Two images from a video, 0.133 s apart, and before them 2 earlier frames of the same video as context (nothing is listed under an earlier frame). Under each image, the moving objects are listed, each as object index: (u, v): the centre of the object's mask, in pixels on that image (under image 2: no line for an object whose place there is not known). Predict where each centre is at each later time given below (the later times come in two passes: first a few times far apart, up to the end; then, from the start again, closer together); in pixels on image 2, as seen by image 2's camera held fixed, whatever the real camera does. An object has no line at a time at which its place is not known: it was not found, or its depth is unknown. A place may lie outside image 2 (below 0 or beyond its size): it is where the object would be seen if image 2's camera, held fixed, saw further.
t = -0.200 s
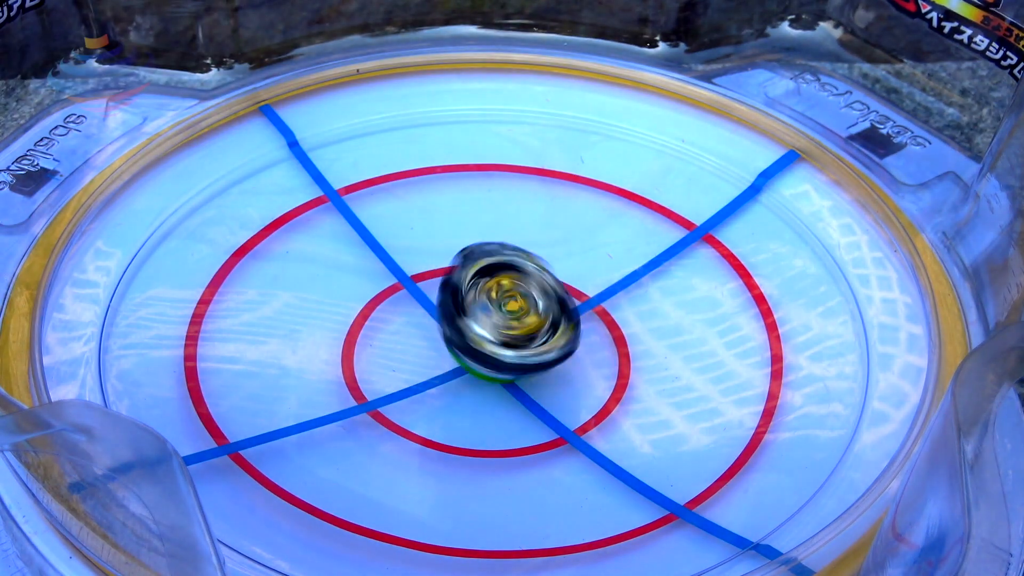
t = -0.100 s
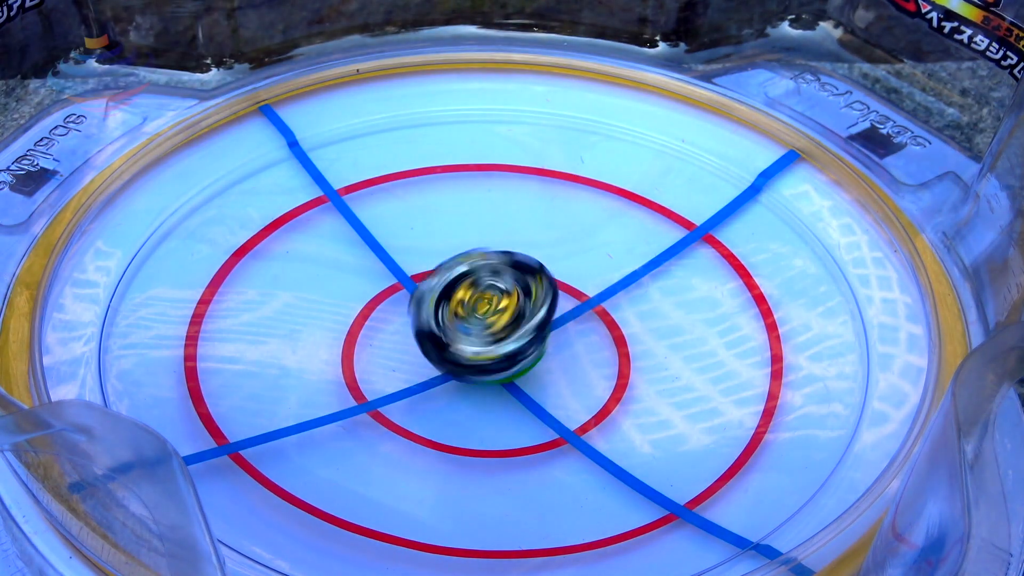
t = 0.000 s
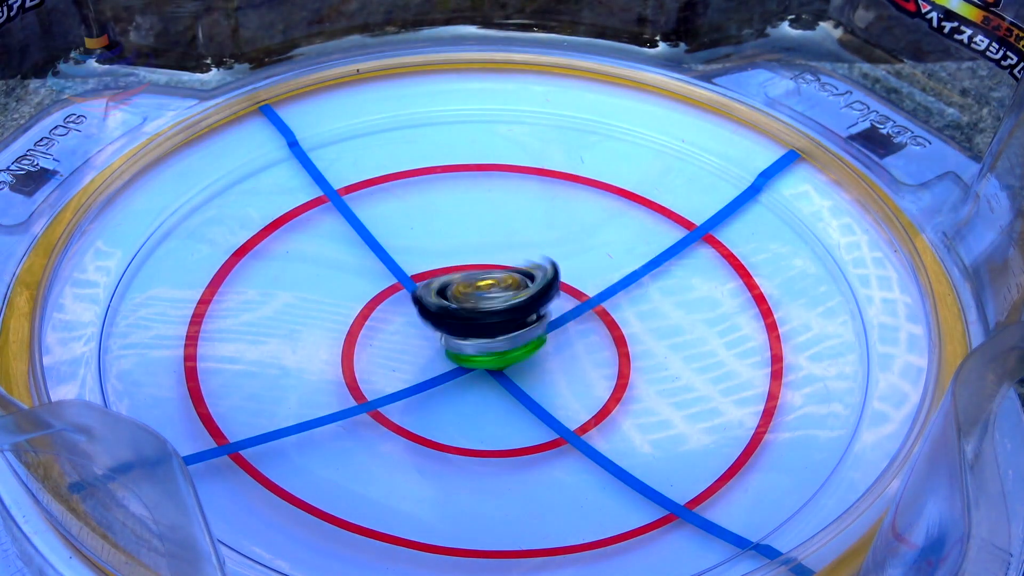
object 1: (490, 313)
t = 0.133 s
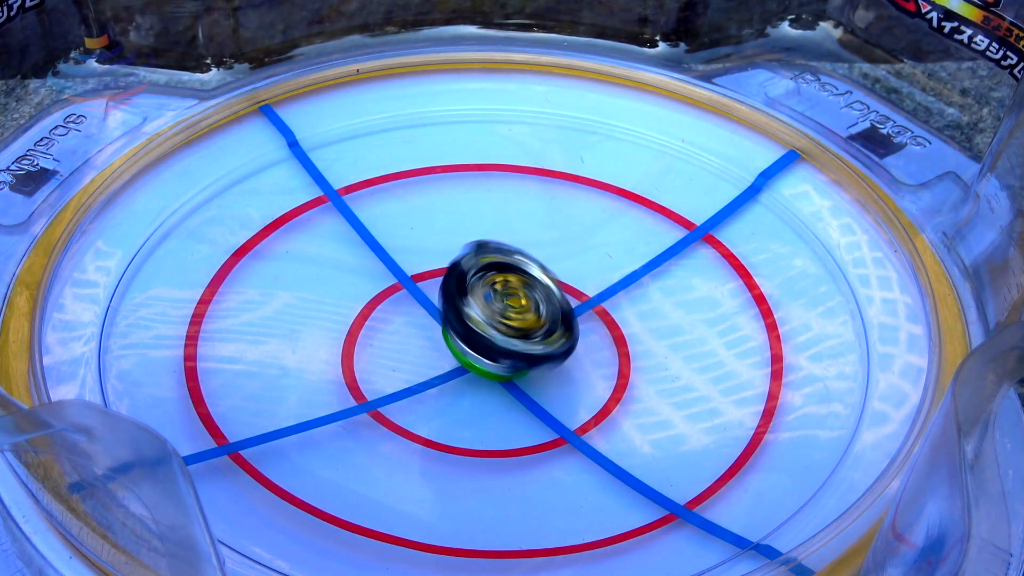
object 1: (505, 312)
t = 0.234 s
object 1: (489, 315)
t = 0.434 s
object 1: (495, 312)
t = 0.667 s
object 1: (487, 315)
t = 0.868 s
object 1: (490, 313)
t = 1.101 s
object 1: (493, 311)
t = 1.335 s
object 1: (484, 300)
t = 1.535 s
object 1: (473, 293)
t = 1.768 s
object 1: (483, 302)
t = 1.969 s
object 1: (471, 315)
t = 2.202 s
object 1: (457, 316)
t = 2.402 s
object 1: (479, 313)
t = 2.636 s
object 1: (482, 299)
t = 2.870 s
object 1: (481, 299)
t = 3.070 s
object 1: (484, 309)
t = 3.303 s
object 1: (467, 316)
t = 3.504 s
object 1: (472, 315)
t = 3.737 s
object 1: (485, 305)
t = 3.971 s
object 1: (484, 303)
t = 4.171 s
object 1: (482, 311)
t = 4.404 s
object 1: (472, 315)
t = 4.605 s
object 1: (479, 313)
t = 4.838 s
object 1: (484, 306)
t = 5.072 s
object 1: (484, 308)
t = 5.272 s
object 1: (480, 313)
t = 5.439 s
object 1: (477, 314)
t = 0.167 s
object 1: (508, 316)
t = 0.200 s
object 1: (500, 313)
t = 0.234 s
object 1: (489, 315)
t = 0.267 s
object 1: (488, 313)
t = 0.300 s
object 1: (481, 314)
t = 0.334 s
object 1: (486, 314)
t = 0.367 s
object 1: (487, 312)
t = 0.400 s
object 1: (494, 313)
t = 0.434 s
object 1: (495, 312)
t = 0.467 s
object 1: (501, 315)
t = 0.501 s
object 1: (503, 311)
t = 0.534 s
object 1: (507, 315)
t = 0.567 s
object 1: (503, 312)
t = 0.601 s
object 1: (500, 315)
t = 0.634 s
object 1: (493, 312)
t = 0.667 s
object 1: (487, 315)
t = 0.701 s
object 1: (485, 313)
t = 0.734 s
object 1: (486, 314)
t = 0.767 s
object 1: (484, 314)
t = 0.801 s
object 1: (491, 312)
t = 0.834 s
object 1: (486, 315)
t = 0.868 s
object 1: (490, 313)
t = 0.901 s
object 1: (493, 315)
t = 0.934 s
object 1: (488, 314)
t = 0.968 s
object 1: (491, 314)
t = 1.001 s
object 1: (494, 315)
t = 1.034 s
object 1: (489, 313)
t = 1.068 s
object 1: (488, 311)
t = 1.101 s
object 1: (493, 311)
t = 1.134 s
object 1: (491, 312)
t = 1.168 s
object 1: (488, 309)
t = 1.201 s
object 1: (485, 305)
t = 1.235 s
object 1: (485, 303)
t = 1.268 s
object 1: (486, 302)
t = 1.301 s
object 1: (486, 302)
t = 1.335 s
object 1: (484, 300)
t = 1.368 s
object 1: (481, 299)
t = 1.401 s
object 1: (479, 297)
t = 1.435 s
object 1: (477, 295)
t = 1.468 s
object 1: (475, 294)
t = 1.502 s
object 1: (473, 293)
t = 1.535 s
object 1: (473, 293)
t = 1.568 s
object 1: (473, 293)
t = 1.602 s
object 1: (473, 294)
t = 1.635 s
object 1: (475, 294)
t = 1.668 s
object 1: (476, 295)
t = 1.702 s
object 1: (479, 297)
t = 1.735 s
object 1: (481, 299)
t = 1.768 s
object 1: (483, 302)
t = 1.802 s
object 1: (485, 304)
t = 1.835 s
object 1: (485, 308)
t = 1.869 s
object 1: (483, 311)
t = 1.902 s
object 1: (480, 313)
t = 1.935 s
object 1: (476, 314)
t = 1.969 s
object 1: (471, 315)
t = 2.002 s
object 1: (467, 316)
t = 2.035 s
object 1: (463, 316)
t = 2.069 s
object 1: (459, 317)
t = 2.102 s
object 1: (457, 316)
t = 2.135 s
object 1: (456, 316)
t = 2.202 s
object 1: (457, 316)
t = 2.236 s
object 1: (459, 316)
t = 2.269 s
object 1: (462, 317)
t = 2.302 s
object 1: (466, 316)
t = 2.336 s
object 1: (470, 316)
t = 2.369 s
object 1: (475, 315)
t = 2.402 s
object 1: (479, 313)
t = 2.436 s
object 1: (482, 312)
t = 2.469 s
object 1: (484, 309)
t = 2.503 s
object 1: (485, 307)
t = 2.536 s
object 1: (485, 304)
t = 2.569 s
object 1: (484, 302)
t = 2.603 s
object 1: (483, 300)
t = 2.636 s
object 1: (482, 299)
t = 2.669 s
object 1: (481, 299)
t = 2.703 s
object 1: (481, 298)
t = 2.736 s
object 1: (480, 298)
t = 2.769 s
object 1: (480, 298)
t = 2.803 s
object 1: (481, 298)
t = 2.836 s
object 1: (481, 299)
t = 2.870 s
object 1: (481, 299)
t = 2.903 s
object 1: (482, 300)
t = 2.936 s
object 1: (483, 301)
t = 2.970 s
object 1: (484, 302)
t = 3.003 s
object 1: (485, 304)
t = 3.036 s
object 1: (485, 307)
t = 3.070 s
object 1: (484, 309)
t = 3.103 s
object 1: (483, 311)
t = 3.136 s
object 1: (481, 312)
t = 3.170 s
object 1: (478, 314)
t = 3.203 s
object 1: (475, 315)
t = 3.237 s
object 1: (472, 315)
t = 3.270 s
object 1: (469, 316)
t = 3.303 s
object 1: (467, 316)
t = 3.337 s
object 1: (466, 316)
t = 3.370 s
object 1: (465, 316)
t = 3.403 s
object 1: (466, 316)
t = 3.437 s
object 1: (467, 316)
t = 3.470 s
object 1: (469, 316)
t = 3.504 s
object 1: (472, 315)
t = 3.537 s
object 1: (475, 315)
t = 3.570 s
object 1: (478, 314)
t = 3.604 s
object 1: (481, 313)
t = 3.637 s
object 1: (482, 311)
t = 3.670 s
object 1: (484, 309)
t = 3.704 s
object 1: (484, 307)
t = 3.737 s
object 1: (485, 305)
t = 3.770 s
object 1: (484, 304)
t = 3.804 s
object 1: (484, 303)
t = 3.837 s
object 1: (483, 302)
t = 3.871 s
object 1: (483, 301)
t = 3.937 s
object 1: (483, 302)
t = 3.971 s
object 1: (484, 303)
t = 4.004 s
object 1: (484, 304)
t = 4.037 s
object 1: (485, 305)
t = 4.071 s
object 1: (485, 306)
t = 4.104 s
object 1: (484, 308)
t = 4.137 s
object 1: (484, 310)
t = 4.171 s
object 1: (482, 311)
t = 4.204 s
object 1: (481, 312)
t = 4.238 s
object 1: (479, 313)
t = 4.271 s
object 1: (477, 314)
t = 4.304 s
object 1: (476, 314)
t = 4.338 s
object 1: (474, 315)
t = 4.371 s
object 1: (473, 315)
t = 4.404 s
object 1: (472, 315)
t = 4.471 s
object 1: (473, 315)
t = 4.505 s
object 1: (475, 315)
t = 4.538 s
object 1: (476, 314)
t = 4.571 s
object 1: (478, 314)
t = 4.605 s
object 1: (479, 313)
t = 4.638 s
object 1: (481, 312)
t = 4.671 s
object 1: (482, 311)
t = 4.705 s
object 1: (483, 310)
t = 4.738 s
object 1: (484, 308)
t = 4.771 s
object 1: (484, 307)
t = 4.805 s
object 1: (484, 306)
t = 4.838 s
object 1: (484, 306)
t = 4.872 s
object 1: (484, 305)
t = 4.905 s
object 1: (484, 305)
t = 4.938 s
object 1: (484, 305)
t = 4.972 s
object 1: (485, 305)
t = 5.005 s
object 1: (485, 306)
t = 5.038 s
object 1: (484, 307)
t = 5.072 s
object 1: (484, 308)
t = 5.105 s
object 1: (484, 309)
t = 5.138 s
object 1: (483, 310)
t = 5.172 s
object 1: (483, 310)
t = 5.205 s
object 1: (482, 311)
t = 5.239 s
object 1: (481, 312)
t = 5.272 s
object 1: (480, 313)
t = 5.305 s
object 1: (479, 313)
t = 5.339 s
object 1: (478, 313)
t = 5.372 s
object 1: (478, 314)
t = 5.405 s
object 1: (478, 314)
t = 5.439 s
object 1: (477, 314)
